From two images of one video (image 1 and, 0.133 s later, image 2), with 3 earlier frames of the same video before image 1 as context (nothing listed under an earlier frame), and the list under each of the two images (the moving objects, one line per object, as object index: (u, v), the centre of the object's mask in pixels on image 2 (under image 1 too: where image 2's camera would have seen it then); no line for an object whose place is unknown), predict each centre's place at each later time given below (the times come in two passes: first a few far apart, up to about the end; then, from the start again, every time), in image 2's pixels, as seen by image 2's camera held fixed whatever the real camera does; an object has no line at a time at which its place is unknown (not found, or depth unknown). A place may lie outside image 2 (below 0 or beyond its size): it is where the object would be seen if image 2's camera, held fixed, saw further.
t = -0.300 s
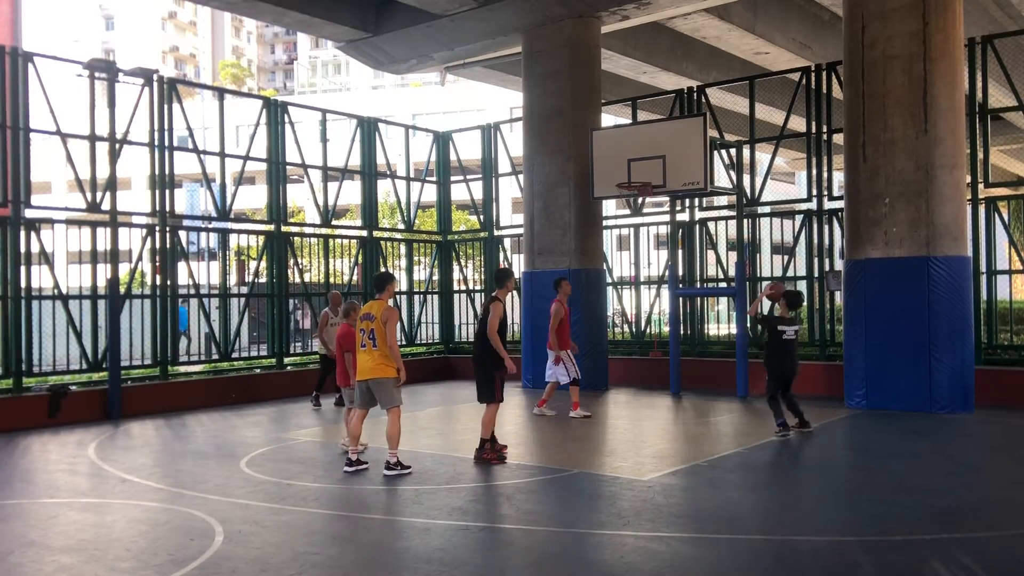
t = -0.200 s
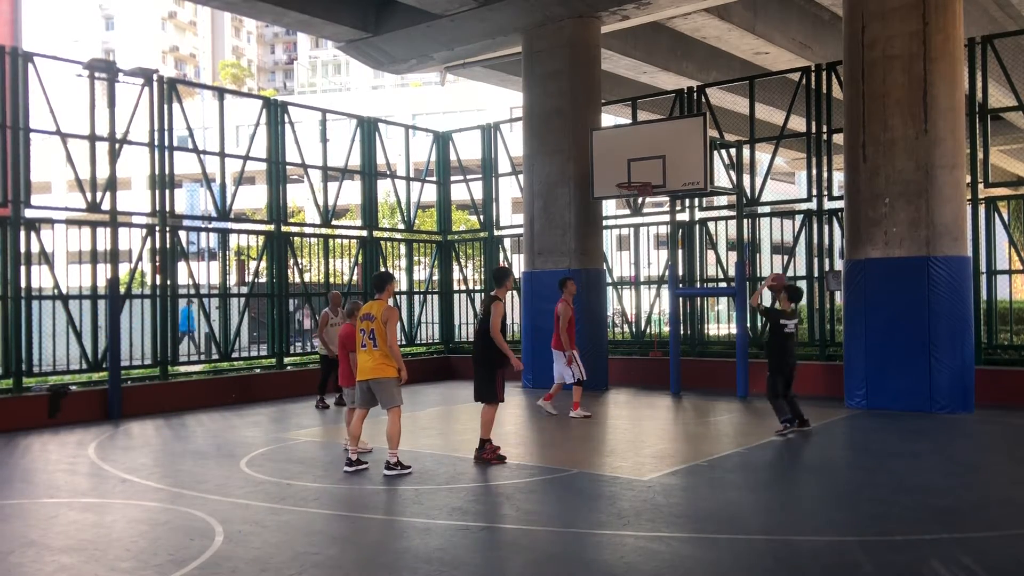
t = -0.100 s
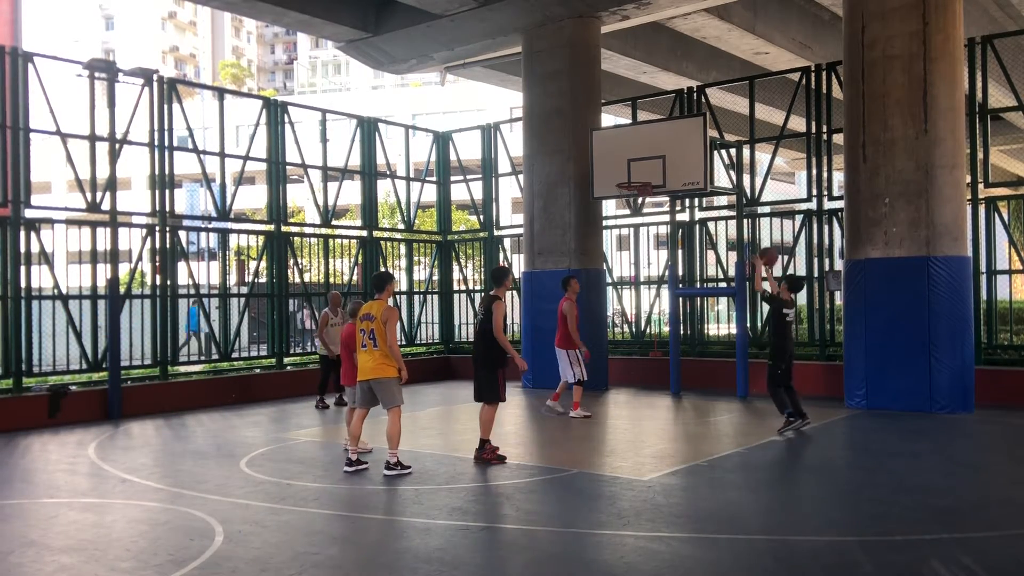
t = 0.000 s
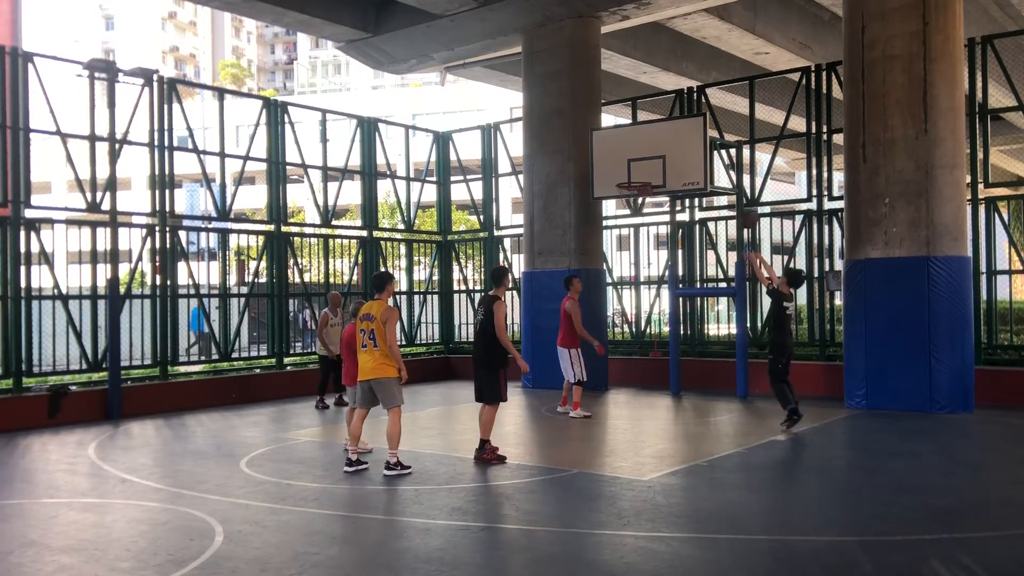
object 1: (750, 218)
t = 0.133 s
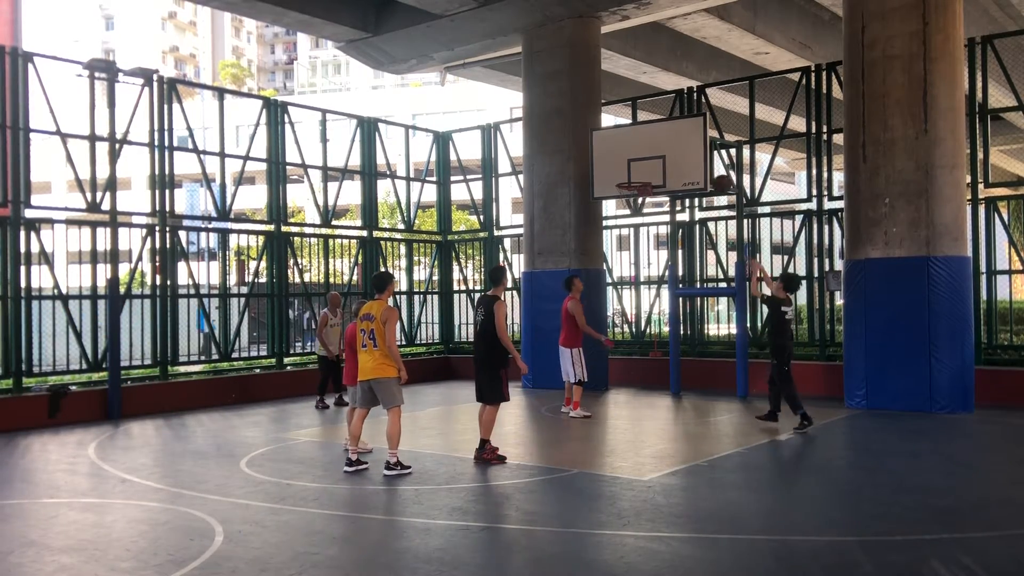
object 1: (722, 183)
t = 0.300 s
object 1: (693, 162)
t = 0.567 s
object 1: (646, 168)
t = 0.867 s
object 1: (640, 191)
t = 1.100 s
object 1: (647, 212)
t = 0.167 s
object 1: (716, 177)
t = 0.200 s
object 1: (710, 172)
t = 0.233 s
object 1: (703, 168)
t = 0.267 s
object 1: (698, 164)
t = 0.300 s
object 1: (693, 162)
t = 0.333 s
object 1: (687, 160)
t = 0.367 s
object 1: (682, 160)
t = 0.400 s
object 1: (676, 160)
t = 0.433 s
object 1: (671, 160)
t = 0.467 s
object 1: (664, 161)
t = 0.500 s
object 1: (658, 162)
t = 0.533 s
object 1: (652, 165)
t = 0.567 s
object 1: (646, 168)
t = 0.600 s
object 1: (639, 172)
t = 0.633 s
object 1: (633, 176)
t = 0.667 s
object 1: (630, 178)
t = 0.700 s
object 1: (629, 179)
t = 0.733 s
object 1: (629, 182)
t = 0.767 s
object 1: (629, 186)
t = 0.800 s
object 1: (632, 188)
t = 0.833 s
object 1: (640, 189)
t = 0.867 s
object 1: (640, 191)
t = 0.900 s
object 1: (642, 196)
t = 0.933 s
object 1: (642, 199)
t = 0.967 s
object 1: (644, 199)
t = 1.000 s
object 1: (644, 202)
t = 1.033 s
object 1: (644, 205)
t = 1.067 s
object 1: (645, 207)
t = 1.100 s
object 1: (647, 212)
